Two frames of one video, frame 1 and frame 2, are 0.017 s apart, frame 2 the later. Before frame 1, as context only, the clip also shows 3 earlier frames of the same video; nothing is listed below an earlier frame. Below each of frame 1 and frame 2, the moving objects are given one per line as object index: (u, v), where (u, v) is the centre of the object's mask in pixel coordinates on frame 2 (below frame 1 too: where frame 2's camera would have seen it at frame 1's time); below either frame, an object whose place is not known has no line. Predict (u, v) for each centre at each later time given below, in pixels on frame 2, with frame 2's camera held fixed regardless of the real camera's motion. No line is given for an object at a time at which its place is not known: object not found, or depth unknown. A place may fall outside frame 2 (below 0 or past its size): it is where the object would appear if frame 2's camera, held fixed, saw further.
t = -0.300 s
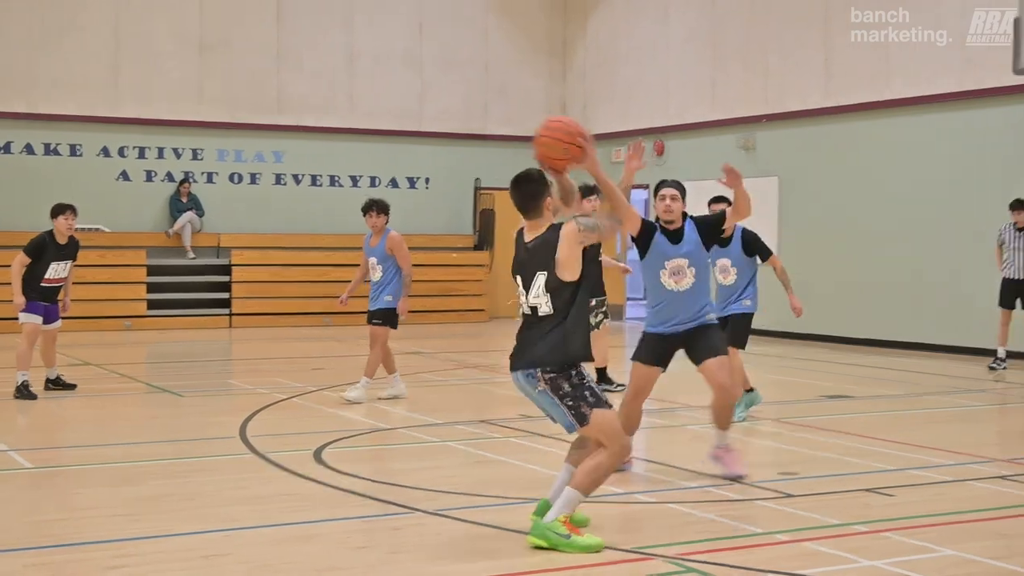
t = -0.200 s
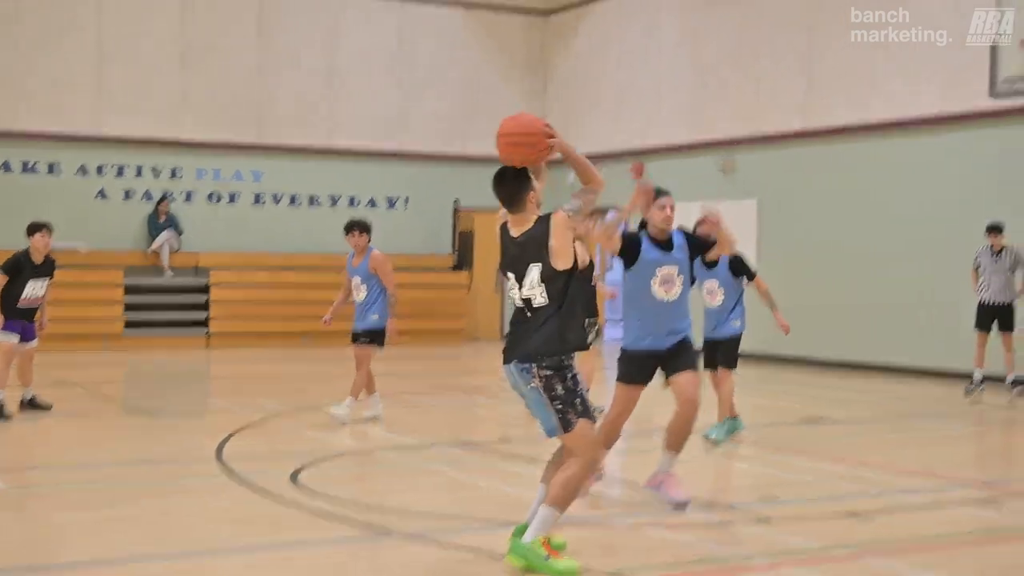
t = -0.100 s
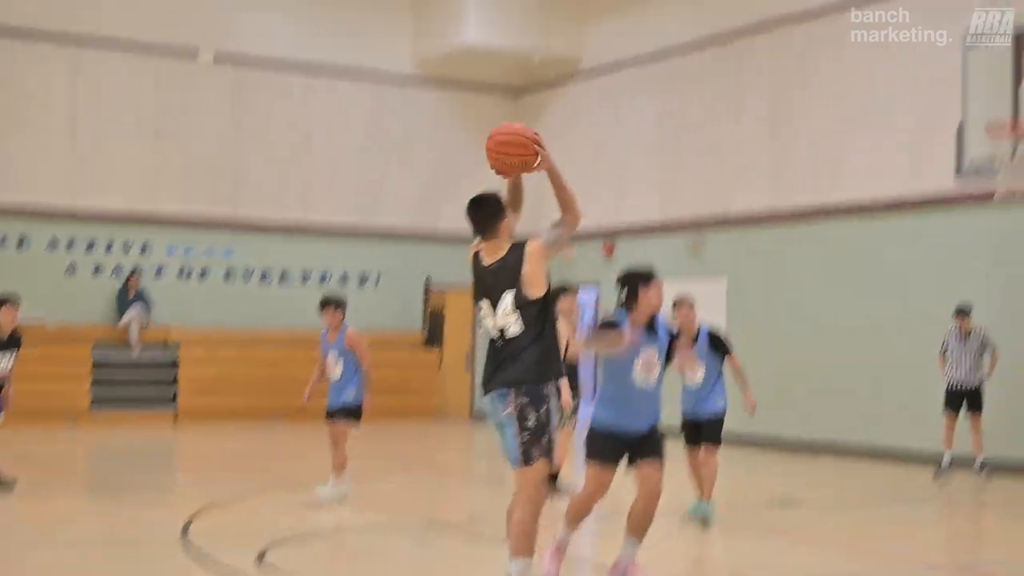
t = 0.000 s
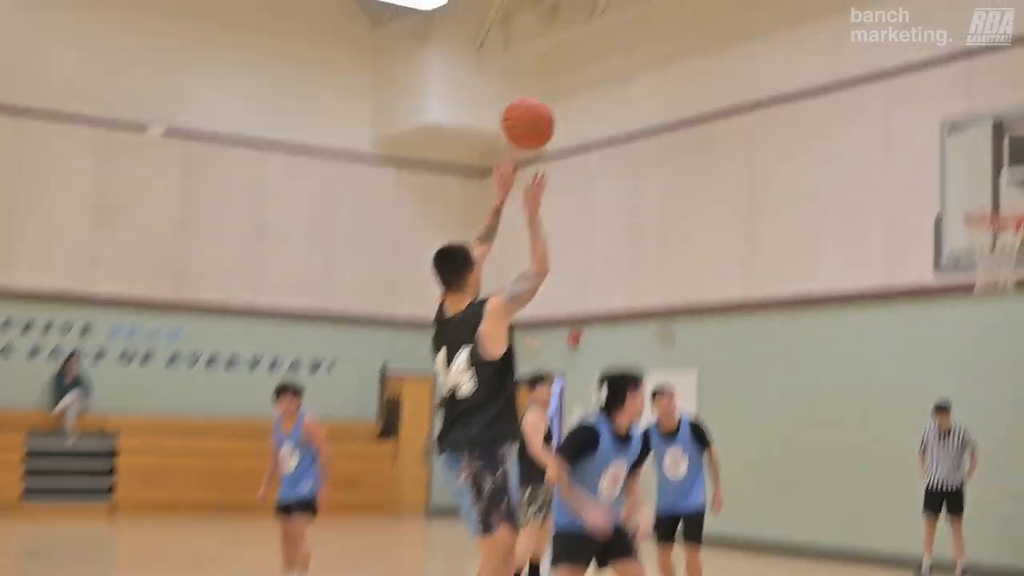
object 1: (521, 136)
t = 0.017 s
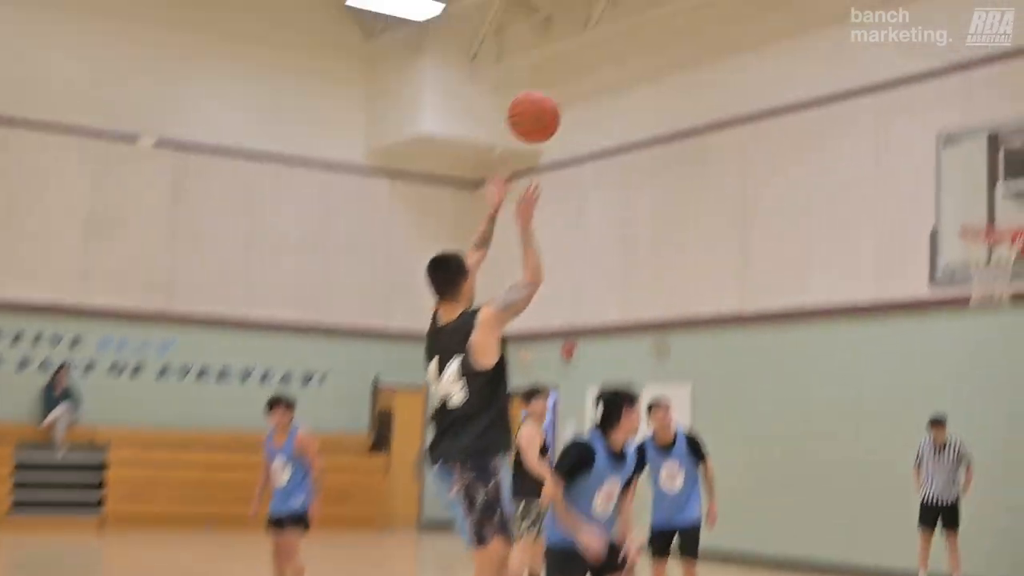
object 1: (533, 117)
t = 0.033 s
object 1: (545, 101)
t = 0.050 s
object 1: (558, 82)
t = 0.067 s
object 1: (568, 71)
